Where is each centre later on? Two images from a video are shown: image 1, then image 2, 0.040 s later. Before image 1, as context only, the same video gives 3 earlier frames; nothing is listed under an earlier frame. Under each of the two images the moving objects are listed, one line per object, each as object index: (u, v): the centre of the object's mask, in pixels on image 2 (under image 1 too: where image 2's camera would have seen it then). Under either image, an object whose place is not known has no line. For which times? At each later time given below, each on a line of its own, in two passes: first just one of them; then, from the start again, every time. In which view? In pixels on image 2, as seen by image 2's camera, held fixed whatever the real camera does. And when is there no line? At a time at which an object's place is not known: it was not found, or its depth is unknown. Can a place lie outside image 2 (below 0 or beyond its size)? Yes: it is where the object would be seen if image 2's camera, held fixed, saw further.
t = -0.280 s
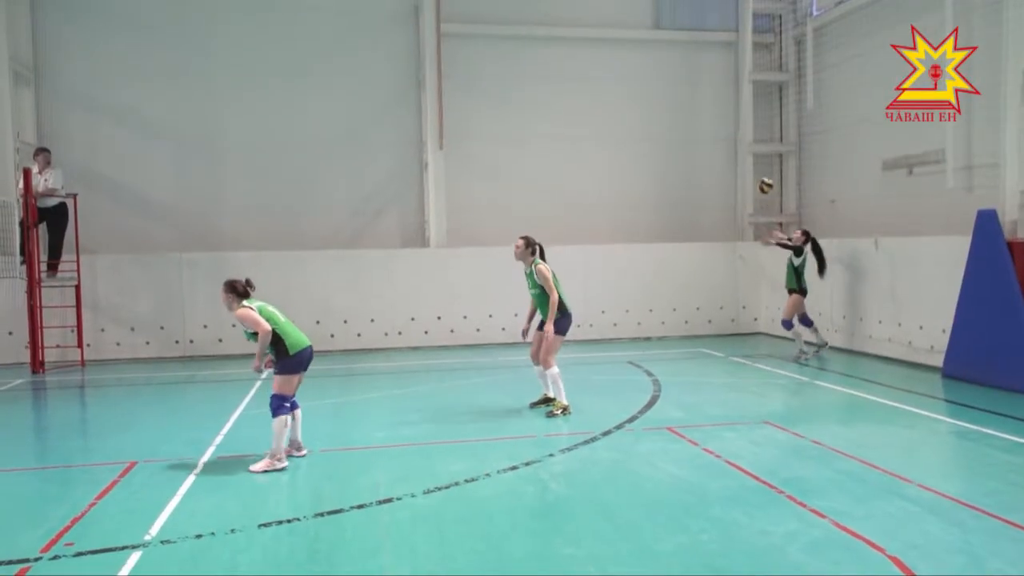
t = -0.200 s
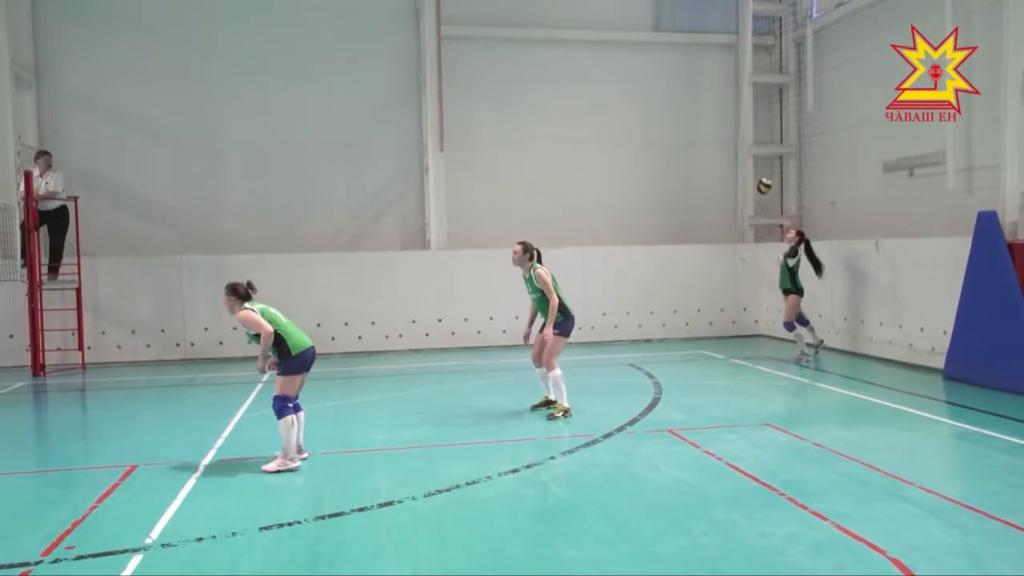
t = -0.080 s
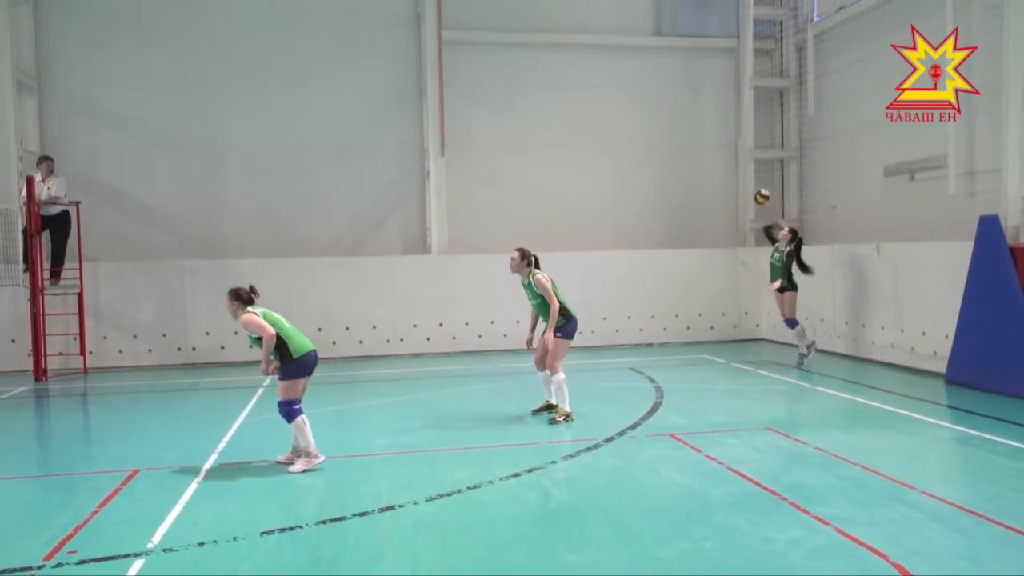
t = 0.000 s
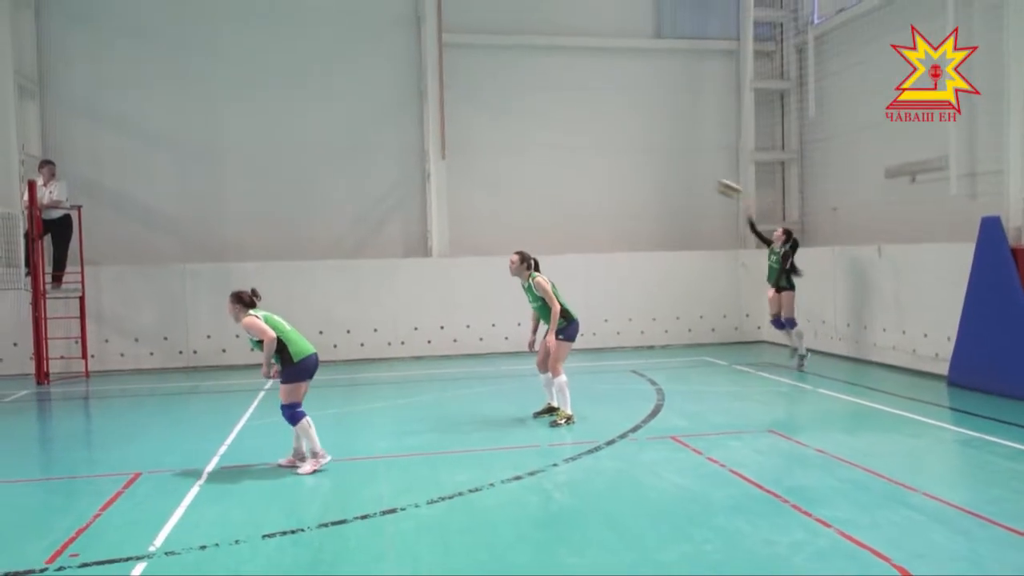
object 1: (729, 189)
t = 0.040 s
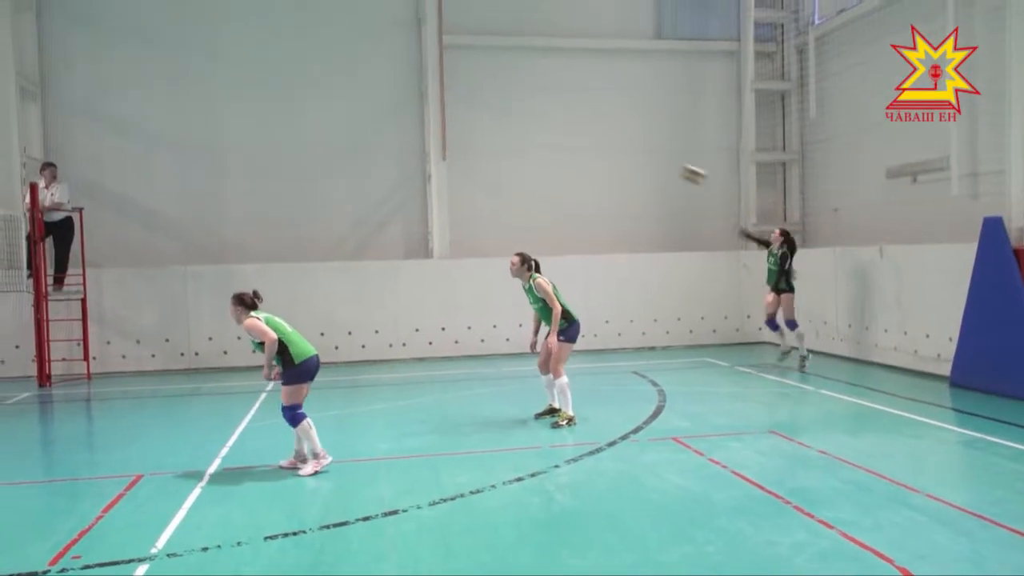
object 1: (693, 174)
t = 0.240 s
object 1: (499, 106)
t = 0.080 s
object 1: (656, 160)
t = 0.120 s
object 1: (617, 146)
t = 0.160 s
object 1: (579, 132)
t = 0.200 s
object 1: (539, 120)
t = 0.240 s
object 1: (499, 106)
